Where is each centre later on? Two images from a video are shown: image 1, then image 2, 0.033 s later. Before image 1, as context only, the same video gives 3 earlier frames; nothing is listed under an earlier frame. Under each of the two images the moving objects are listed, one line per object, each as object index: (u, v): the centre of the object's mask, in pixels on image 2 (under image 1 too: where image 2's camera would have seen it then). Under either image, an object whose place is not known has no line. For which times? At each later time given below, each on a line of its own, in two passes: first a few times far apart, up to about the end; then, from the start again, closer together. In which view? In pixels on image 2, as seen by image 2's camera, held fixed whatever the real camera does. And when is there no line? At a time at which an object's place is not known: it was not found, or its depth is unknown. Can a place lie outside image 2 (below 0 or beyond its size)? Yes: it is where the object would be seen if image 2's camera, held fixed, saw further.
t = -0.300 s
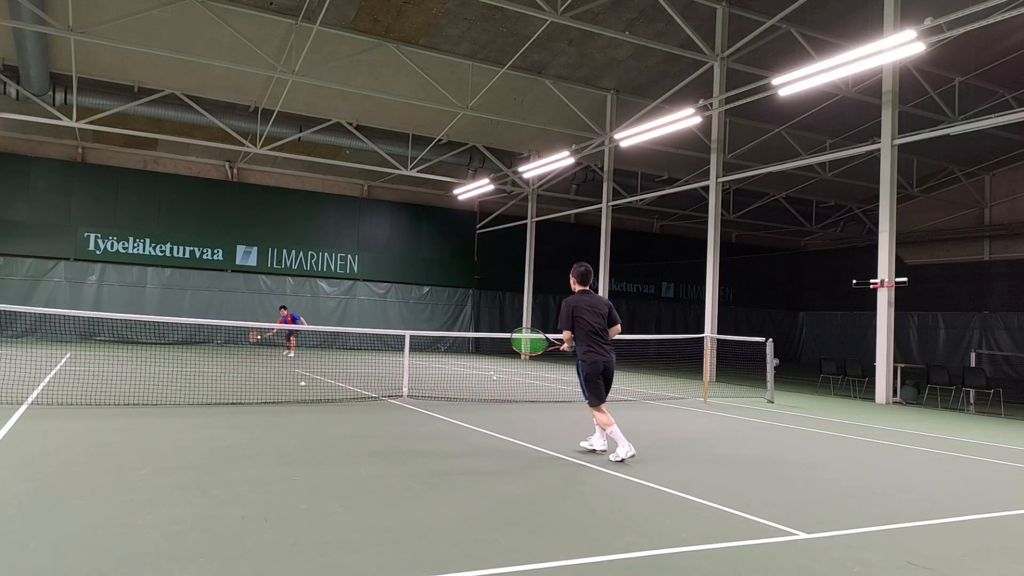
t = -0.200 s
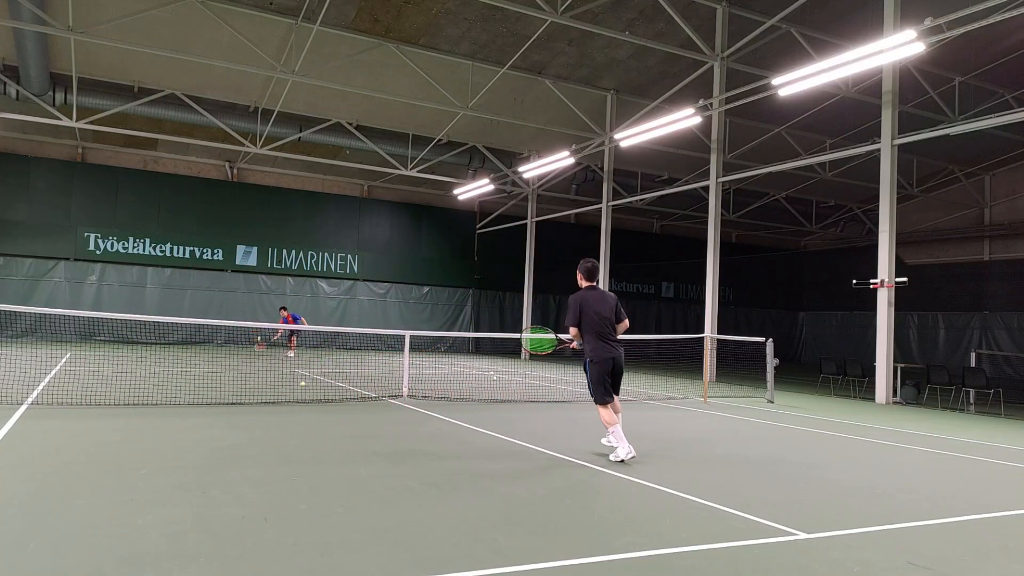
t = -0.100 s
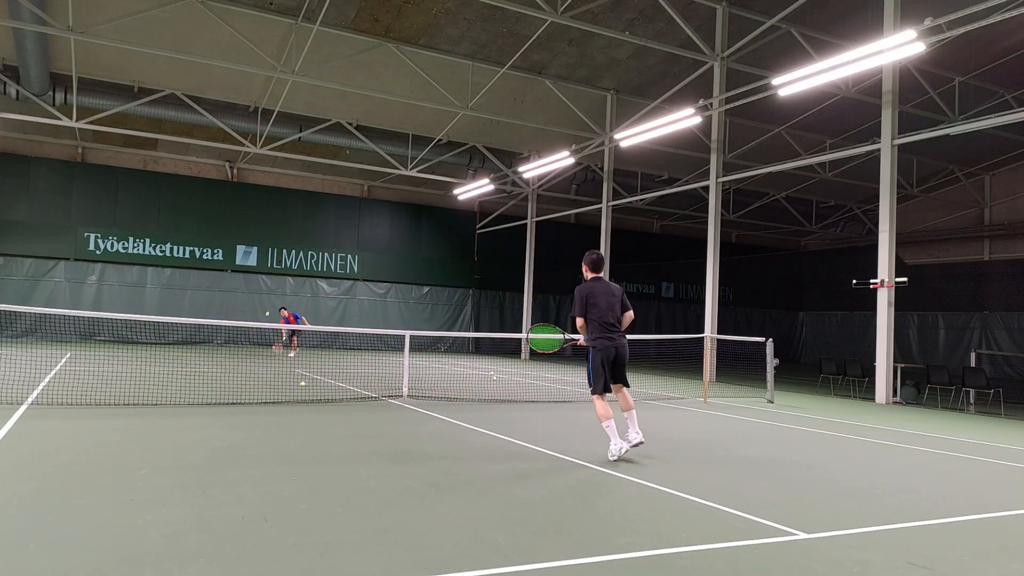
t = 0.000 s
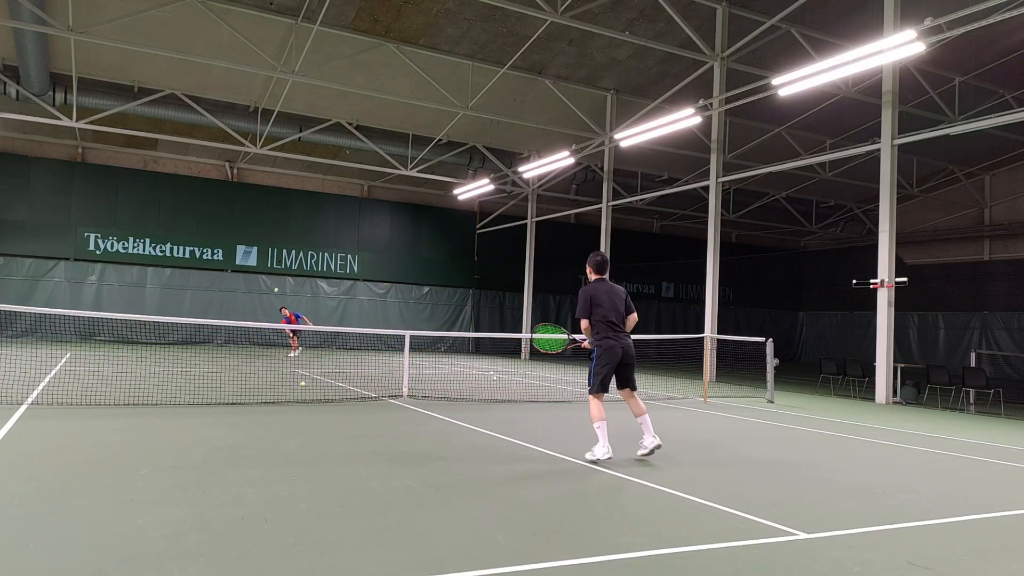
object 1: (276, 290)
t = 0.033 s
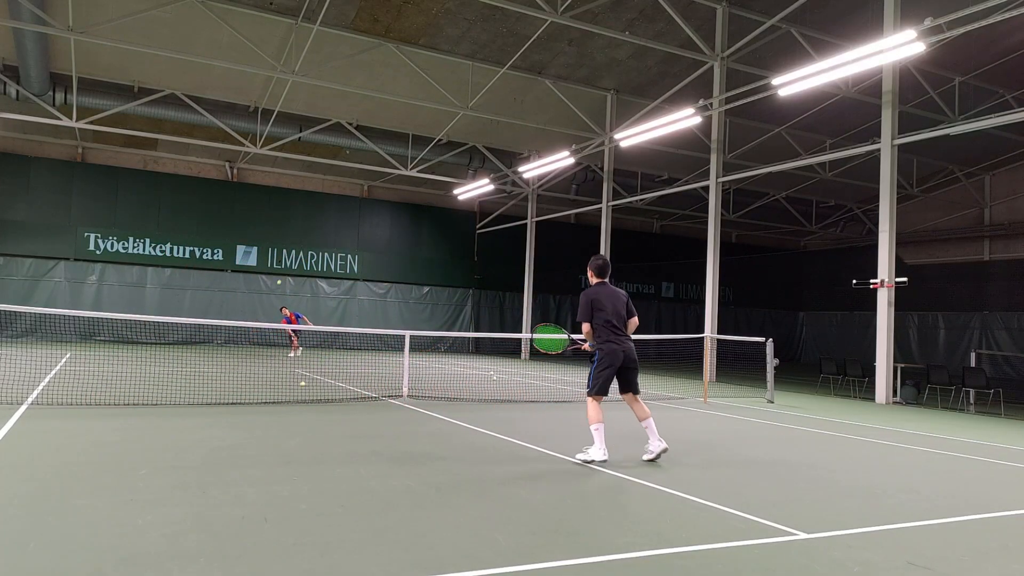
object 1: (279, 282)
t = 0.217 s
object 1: (296, 242)
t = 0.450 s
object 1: (321, 199)
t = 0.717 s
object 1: (360, 172)
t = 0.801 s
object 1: (375, 171)
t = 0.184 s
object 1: (293, 249)
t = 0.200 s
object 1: (294, 245)
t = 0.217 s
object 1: (296, 242)
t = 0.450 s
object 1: (321, 199)
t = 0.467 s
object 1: (323, 197)
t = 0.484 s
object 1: (325, 194)
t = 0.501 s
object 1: (328, 192)
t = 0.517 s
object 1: (329, 190)
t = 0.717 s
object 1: (360, 172)
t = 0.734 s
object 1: (362, 171)
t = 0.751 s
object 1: (366, 171)
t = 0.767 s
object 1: (369, 170)
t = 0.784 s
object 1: (372, 171)
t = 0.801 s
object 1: (375, 171)
